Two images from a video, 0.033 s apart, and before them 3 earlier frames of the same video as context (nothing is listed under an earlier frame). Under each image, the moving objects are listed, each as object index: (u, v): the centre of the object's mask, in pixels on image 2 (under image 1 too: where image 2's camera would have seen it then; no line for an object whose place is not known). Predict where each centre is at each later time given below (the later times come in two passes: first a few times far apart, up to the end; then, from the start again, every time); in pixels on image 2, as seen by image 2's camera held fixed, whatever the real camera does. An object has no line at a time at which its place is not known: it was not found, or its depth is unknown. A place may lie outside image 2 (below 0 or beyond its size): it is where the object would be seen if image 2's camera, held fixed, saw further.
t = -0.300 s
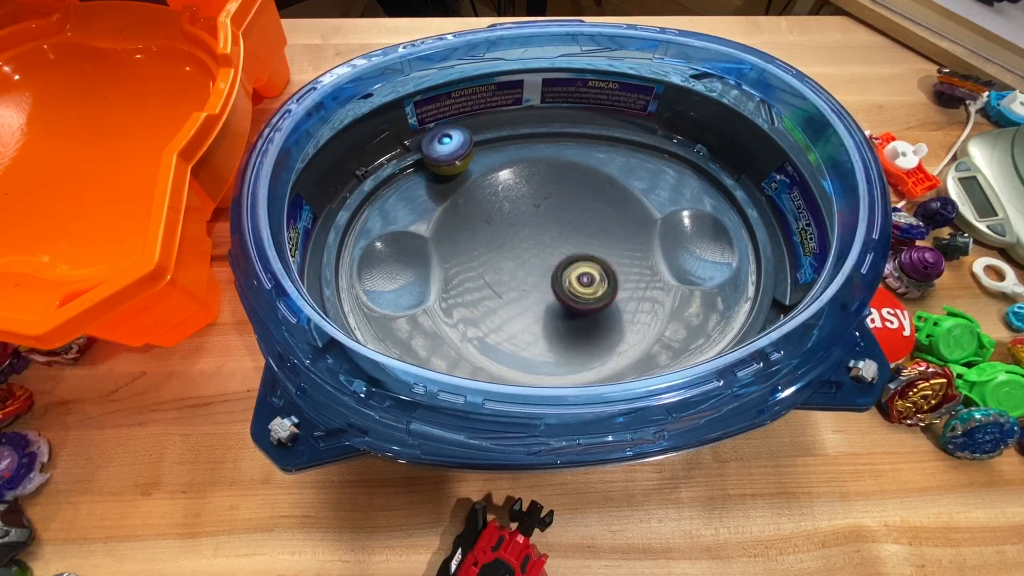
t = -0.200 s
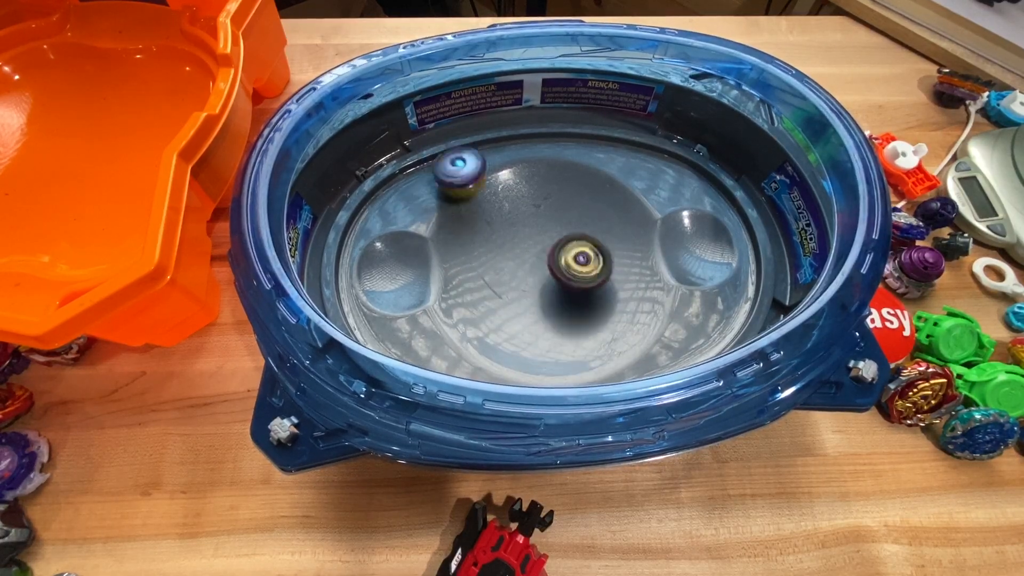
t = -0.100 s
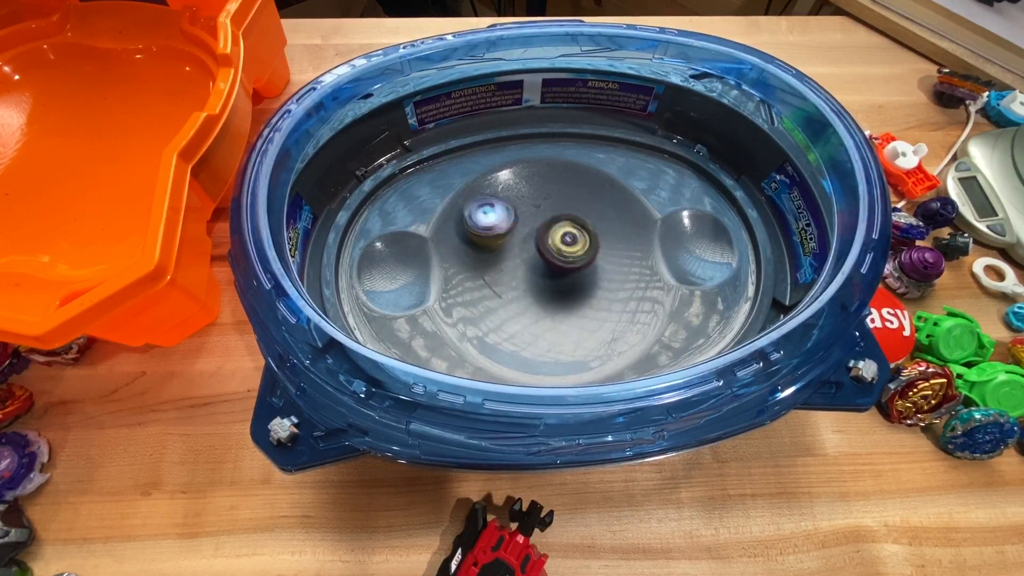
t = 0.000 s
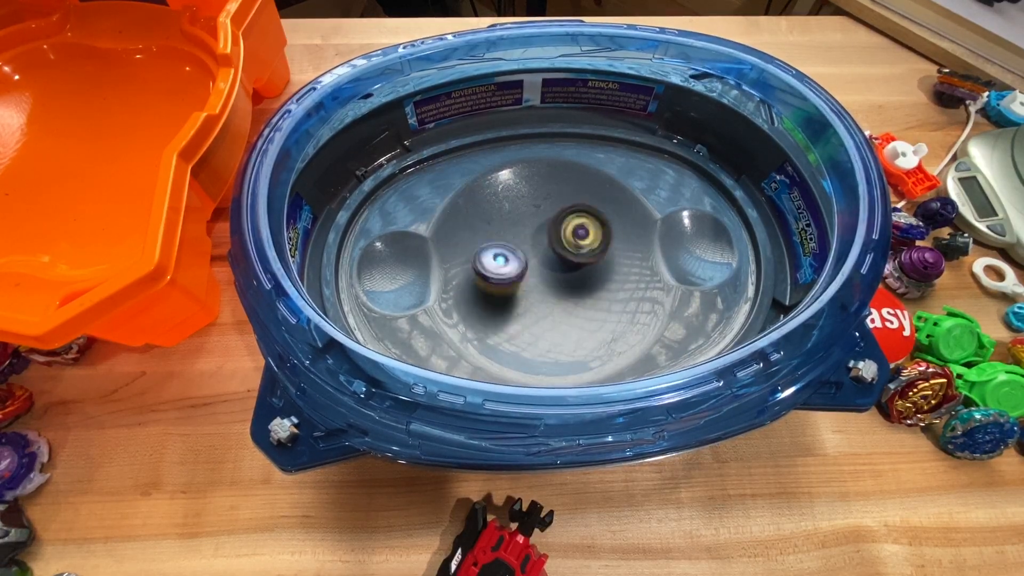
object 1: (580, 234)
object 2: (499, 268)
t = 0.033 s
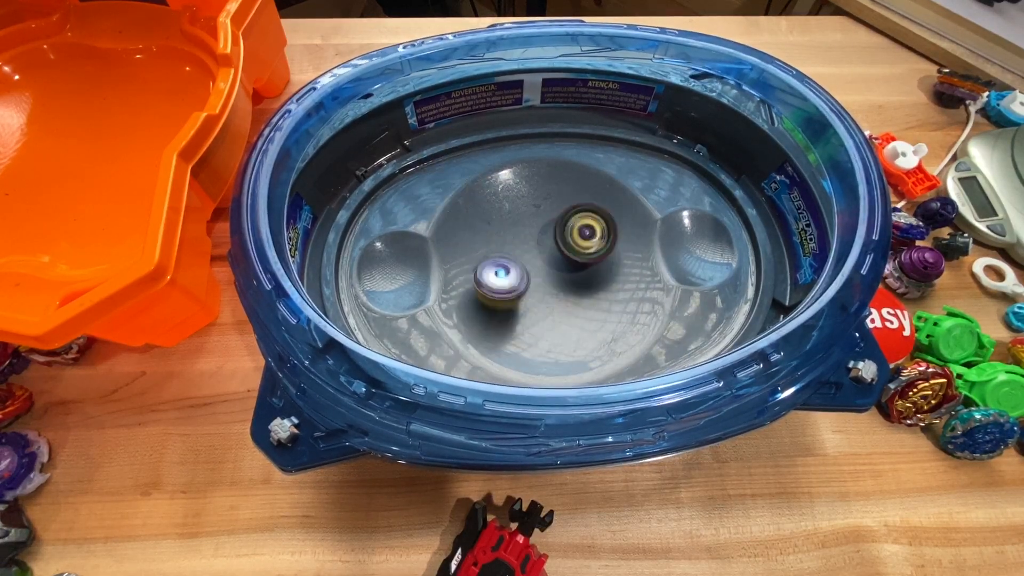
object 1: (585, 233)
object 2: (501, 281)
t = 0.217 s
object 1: (594, 227)
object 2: (527, 313)
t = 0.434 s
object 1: (592, 230)
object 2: (528, 290)
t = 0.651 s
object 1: (569, 244)
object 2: (509, 266)
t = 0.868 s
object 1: (565, 264)
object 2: (498, 250)
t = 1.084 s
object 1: (563, 289)
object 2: (523, 223)
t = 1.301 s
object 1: (554, 283)
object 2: (567, 224)
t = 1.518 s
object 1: (530, 263)
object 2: (602, 243)
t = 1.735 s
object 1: (523, 237)
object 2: (582, 286)
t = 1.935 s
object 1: (524, 213)
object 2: (576, 322)
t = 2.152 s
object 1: (561, 183)
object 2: (533, 332)
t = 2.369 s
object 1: (607, 149)
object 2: (506, 370)
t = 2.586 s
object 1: (621, 198)
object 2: (537, 281)
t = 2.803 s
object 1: (613, 267)
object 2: (483, 189)
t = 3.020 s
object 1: (542, 310)
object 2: (500, 232)
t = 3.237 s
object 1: (486, 325)
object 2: (635, 251)
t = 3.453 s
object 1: (542, 276)
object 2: (701, 237)
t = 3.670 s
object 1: (578, 226)
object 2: (697, 243)
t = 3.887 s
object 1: (573, 230)
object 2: (681, 248)
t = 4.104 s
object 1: (551, 249)
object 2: (697, 229)
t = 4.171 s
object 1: (551, 257)
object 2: (698, 231)
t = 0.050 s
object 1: (587, 233)
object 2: (501, 288)
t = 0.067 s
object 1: (589, 232)
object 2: (503, 294)
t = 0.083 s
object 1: (590, 231)
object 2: (505, 299)
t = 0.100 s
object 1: (591, 230)
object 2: (507, 302)
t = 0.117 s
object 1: (591, 230)
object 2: (509, 306)
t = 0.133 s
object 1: (593, 229)
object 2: (512, 309)
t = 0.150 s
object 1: (594, 228)
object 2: (515, 311)
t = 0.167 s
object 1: (594, 228)
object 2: (518, 313)
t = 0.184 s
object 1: (595, 227)
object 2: (521, 314)
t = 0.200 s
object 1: (595, 227)
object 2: (524, 314)
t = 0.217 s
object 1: (594, 227)
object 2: (527, 313)
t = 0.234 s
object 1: (594, 227)
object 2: (530, 313)
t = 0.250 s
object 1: (592, 229)
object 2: (533, 311)
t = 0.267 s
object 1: (592, 229)
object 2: (536, 308)
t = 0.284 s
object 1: (591, 230)
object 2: (538, 305)
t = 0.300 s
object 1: (589, 232)
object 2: (541, 302)
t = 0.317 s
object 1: (588, 233)
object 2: (543, 298)
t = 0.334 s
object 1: (586, 236)
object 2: (545, 294)
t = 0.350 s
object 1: (584, 237)
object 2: (547, 290)
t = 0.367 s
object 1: (586, 237)
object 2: (545, 288)
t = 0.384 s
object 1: (588, 236)
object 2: (541, 288)
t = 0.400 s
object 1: (590, 232)
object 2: (536, 289)
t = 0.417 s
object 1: (592, 231)
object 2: (531, 290)
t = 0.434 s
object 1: (592, 230)
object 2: (528, 290)
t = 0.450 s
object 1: (591, 229)
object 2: (525, 289)
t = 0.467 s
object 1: (591, 230)
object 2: (521, 289)
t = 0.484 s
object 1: (589, 229)
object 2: (519, 287)
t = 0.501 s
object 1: (588, 229)
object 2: (517, 285)
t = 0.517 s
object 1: (586, 230)
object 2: (515, 284)
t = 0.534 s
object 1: (582, 231)
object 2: (513, 280)
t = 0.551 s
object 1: (579, 234)
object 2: (512, 278)
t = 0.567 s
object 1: (577, 234)
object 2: (511, 276)
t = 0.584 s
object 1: (575, 236)
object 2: (511, 274)
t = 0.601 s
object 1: (572, 238)
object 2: (511, 272)
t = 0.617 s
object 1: (570, 240)
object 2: (512, 269)
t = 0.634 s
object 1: (569, 242)
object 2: (512, 268)
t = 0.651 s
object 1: (569, 244)
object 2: (509, 266)
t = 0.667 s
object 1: (570, 245)
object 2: (505, 264)
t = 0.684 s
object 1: (571, 247)
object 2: (502, 263)
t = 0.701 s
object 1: (571, 249)
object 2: (500, 262)
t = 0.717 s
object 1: (571, 250)
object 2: (498, 260)
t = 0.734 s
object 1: (571, 252)
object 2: (497, 259)
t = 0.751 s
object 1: (570, 253)
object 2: (496, 258)
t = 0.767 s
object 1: (570, 255)
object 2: (495, 257)
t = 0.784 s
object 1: (569, 257)
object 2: (495, 255)
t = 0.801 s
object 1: (568, 258)
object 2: (495, 254)
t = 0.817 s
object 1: (567, 260)
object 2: (495, 253)
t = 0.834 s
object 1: (567, 262)
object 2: (496, 252)
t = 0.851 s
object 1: (565, 263)
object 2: (497, 251)
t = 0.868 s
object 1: (565, 264)
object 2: (498, 250)
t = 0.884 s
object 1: (564, 266)
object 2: (500, 249)
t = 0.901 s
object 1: (563, 266)
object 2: (502, 248)
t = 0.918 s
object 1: (563, 268)
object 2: (504, 247)
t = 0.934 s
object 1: (562, 271)
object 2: (506, 246)
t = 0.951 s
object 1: (562, 274)
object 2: (507, 242)
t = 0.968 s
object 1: (563, 277)
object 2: (508, 240)
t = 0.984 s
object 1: (562, 280)
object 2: (509, 237)
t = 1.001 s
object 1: (562, 281)
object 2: (510, 234)
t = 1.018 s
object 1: (563, 283)
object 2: (512, 231)
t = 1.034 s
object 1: (563, 285)
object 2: (515, 228)
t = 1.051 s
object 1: (563, 286)
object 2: (517, 227)
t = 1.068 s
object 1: (563, 288)
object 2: (520, 225)
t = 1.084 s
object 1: (563, 289)
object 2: (523, 223)
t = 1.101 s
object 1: (563, 290)
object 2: (526, 222)
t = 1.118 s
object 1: (563, 290)
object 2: (529, 221)
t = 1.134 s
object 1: (563, 291)
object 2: (533, 220)
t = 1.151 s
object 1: (562, 291)
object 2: (536, 219)
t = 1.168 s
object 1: (561, 291)
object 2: (539, 219)
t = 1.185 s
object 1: (561, 291)
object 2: (543, 219)
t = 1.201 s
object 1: (560, 290)
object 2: (546, 218)
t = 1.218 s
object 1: (559, 289)
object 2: (550, 219)
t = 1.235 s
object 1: (558, 289)
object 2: (553, 220)
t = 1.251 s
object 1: (557, 287)
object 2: (557, 220)
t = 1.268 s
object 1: (556, 286)
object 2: (560, 222)
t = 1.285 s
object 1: (555, 284)
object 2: (563, 223)
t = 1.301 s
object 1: (554, 283)
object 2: (567, 224)
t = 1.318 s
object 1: (552, 281)
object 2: (570, 227)
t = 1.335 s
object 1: (552, 279)
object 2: (573, 227)
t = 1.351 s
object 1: (549, 278)
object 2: (576, 230)
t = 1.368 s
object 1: (547, 276)
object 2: (581, 231)
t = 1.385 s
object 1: (544, 275)
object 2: (584, 231)
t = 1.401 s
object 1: (542, 274)
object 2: (588, 234)
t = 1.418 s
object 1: (540, 272)
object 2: (591, 233)
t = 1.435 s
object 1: (538, 271)
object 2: (593, 234)
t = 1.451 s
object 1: (537, 270)
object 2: (596, 237)
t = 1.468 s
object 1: (535, 268)
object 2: (598, 237)
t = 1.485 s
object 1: (533, 266)
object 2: (600, 240)
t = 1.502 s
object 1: (532, 265)
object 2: (602, 242)
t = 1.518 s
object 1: (530, 263)
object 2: (602, 243)
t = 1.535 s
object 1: (529, 261)
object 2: (602, 248)
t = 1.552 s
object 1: (528, 260)
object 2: (602, 248)
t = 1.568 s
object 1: (527, 258)
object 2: (601, 251)
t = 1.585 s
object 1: (527, 256)
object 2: (601, 254)
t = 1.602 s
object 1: (526, 255)
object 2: (598, 256)
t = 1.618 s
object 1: (526, 254)
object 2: (597, 260)
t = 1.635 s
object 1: (526, 252)
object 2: (595, 262)
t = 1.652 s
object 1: (526, 251)
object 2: (591, 266)
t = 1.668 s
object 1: (526, 249)
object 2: (589, 268)
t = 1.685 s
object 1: (526, 246)
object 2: (585, 270)
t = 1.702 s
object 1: (527, 245)
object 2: (582, 274)
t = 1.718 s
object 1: (524, 241)
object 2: (581, 280)
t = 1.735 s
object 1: (523, 237)
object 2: (582, 286)
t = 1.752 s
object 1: (522, 233)
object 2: (584, 292)
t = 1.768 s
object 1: (520, 228)
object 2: (583, 299)
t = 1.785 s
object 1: (521, 226)
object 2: (585, 303)
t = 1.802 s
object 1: (520, 224)
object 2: (584, 307)
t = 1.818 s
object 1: (520, 222)
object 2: (584, 312)
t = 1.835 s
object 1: (520, 219)
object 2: (584, 316)
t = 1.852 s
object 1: (521, 216)
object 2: (583, 318)
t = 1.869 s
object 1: (521, 217)
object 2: (583, 321)
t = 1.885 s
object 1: (521, 215)
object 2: (581, 321)
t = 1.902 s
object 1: (522, 214)
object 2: (580, 322)
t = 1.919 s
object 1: (523, 214)
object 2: (578, 321)
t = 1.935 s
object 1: (524, 213)
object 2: (576, 322)
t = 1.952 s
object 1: (525, 214)
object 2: (574, 318)
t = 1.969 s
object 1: (528, 213)
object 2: (571, 317)
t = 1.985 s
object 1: (529, 215)
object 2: (569, 313)
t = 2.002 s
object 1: (530, 217)
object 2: (566, 307)
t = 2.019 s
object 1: (532, 218)
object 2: (564, 303)
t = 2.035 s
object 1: (535, 219)
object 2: (560, 300)
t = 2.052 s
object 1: (536, 222)
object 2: (558, 295)
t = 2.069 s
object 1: (538, 223)
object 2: (555, 287)
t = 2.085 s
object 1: (542, 225)
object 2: (552, 285)
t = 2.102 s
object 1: (545, 222)
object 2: (546, 284)
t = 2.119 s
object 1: (552, 208)
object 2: (542, 302)
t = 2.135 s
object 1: (557, 195)
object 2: (537, 317)
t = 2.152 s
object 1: (561, 183)
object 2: (533, 332)
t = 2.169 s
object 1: (565, 170)
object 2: (529, 346)
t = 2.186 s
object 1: (572, 160)
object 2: (526, 355)
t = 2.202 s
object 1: (576, 153)
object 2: (523, 361)
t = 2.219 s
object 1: (579, 148)
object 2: (520, 367)
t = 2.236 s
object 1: (583, 139)
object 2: (518, 371)
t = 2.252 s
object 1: (588, 134)
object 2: (515, 370)
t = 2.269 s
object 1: (592, 134)
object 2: (514, 370)
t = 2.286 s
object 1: (595, 135)
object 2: (511, 370)
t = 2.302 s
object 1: (597, 140)
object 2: (510, 370)
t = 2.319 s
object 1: (599, 141)
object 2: (508, 371)
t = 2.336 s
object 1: (601, 143)
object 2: (507, 371)
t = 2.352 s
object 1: (605, 146)
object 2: (508, 371)
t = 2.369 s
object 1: (607, 149)
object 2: (506, 370)
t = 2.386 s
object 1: (609, 152)
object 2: (507, 370)
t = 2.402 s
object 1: (612, 153)
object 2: (506, 369)
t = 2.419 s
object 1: (615, 154)
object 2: (507, 367)
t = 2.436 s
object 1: (618, 157)
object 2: (507, 365)
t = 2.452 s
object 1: (620, 160)
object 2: (508, 360)
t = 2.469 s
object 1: (623, 163)
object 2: (510, 353)
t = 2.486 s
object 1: (625, 167)
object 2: (513, 345)
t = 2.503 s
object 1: (627, 172)
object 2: (516, 335)
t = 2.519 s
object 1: (627, 176)
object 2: (522, 324)
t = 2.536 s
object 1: (626, 181)
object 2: (525, 316)
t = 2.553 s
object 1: (625, 186)
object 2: (530, 302)
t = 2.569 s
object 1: (624, 192)
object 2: (535, 291)
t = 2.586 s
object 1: (621, 198)
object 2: (537, 281)
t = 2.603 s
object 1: (616, 205)
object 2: (543, 267)
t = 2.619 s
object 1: (610, 211)
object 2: (548, 258)
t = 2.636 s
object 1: (607, 218)
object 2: (550, 243)
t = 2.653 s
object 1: (610, 222)
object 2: (545, 235)
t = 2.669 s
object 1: (616, 228)
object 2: (535, 228)
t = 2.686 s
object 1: (617, 236)
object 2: (527, 221)
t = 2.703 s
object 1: (617, 241)
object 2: (520, 215)
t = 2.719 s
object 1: (619, 244)
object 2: (511, 209)
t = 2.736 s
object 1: (621, 249)
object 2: (504, 203)
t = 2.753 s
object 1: (620, 256)
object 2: (498, 198)
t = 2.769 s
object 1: (618, 260)
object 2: (492, 194)
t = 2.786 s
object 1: (616, 264)
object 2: (486, 191)
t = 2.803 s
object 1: (613, 267)
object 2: (483, 189)
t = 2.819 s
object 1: (609, 272)
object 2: (479, 187)
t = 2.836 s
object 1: (605, 276)
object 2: (476, 186)
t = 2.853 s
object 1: (601, 280)
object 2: (475, 187)
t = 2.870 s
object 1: (595, 284)
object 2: (474, 188)
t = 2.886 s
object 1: (589, 289)
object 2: (474, 191)
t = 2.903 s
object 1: (584, 293)
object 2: (474, 194)
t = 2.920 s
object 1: (578, 296)
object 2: (475, 197)
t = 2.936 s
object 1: (572, 299)
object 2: (478, 201)
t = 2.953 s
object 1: (566, 302)
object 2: (481, 206)
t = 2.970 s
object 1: (559, 305)
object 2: (483, 213)
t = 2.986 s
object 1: (554, 307)
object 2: (490, 219)
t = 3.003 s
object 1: (548, 309)
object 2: (495, 225)
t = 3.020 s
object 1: (542, 310)
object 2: (500, 232)
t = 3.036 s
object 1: (537, 311)
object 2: (507, 238)
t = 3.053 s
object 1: (532, 312)
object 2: (515, 246)
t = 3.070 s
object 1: (528, 311)
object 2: (523, 251)
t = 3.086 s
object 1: (524, 312)
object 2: (532, 258)
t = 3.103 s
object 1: (515, 315)
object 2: (545, 260)
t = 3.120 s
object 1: (510, 320)
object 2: (557, 259)
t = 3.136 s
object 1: (505, 321)
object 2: (571, 260)
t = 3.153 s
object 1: (500, 322)
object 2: (583, 259)
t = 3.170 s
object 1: (494, 324)
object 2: (595, 257)
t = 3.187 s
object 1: (490, 326)
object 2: (607, 257)
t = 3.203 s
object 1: (488, 326)
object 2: (617, 255)
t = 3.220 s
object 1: (486, 326)
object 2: (628, 252)
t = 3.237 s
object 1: (486, 325)
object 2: (635, 251)
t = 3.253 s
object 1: (486, 324)
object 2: (644, 248)
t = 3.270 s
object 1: (487, 322)
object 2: (651, 246)
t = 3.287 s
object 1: (489, 318)
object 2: (657, 245)
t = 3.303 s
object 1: (493, 314)
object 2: (661, 245)
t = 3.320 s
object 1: (497, 311)
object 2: (667, 243)
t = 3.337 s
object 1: (501, 307)
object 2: (673, 241)
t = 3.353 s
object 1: (507, 302)
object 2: (677, 238)
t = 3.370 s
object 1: (512, 298)
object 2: (681, 236)
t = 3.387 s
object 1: (517, 294)
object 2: (684, 236)
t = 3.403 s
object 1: (523, 289)
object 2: (686, 237)
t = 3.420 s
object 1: (530, 285)
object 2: (690, 235)
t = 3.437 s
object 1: (536, 280)
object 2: (695, 236)
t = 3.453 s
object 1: (542, 276)
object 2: (701, 237)
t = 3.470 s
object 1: (548, 271)
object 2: (705, 237)
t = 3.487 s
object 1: (554, 267)
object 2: (709, 237)
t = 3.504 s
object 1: (558, 263)
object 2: (713, 239)
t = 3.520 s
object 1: (562, 258)
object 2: (715, 239)
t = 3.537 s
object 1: (565, 254)
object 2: (716, 240)
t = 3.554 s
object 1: (568, 250)
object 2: (716, 240)
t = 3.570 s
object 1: (572, 245)
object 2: (715, 241)
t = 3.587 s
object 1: (574, 241)
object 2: (714, 241)
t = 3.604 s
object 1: (576, 237)
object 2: (711, 241)
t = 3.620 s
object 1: (577, 234)
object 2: (708, 241)
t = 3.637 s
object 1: (579, 230)
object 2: (705, 240)
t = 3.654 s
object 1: (578, 229)
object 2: (701, 241)
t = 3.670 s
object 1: (578, 226)
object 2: (697, 243)
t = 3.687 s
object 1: (579, 223)
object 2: (692, 241)
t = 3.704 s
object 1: (578, 222)
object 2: (692, 241)
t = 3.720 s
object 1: (578, 220)
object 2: (689, 242)
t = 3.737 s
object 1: (577, 219)
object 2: (685, 246)
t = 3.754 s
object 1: (576, 218)
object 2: (681, 248)
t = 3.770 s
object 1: (576, 219)
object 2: (679, 248)
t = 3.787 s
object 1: (576, 219)
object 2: (679, 248)
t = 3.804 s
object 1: (576, 219)
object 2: (679, 248)
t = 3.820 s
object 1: (576, 220)
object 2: (679, 249)
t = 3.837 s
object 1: (576, 222)
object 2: (679, 249)
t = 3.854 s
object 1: (576, 225)
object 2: (679, 249)
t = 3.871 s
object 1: (575, 228)
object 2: (680, 249)
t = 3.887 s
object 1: (573, 230)
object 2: (681, 248)
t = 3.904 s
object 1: (571, 233)
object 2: (682, 247)
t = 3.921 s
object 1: (568, 236)
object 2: (682, 246)
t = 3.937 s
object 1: (565, 238)
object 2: (683, 245)
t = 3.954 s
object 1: (562, 240)
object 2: (683, 244)
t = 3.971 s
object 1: (559, 241)
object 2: (685, 242)
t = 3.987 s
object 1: (557, 242)
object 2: (687, 238)
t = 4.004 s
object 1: (554, 243)
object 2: (688, 236)
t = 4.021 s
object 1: (553, 243)
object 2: (690, 235)
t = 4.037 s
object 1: (552, 244)
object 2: (692, 231)
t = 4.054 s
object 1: (551, 245)
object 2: (694, 230)
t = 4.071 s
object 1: (551, 247)
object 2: (695, 229)
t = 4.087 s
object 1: (551, 248)
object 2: (696, 228)
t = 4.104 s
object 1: (551, 249)
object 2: (697, 229)
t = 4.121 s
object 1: (551, 251)
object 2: (697, 228)
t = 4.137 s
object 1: (551, 253)
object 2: (698, 230)
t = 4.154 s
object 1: (551, 255)
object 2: (697, 231)
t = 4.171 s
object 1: (551, 257)
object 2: (698, 231)
